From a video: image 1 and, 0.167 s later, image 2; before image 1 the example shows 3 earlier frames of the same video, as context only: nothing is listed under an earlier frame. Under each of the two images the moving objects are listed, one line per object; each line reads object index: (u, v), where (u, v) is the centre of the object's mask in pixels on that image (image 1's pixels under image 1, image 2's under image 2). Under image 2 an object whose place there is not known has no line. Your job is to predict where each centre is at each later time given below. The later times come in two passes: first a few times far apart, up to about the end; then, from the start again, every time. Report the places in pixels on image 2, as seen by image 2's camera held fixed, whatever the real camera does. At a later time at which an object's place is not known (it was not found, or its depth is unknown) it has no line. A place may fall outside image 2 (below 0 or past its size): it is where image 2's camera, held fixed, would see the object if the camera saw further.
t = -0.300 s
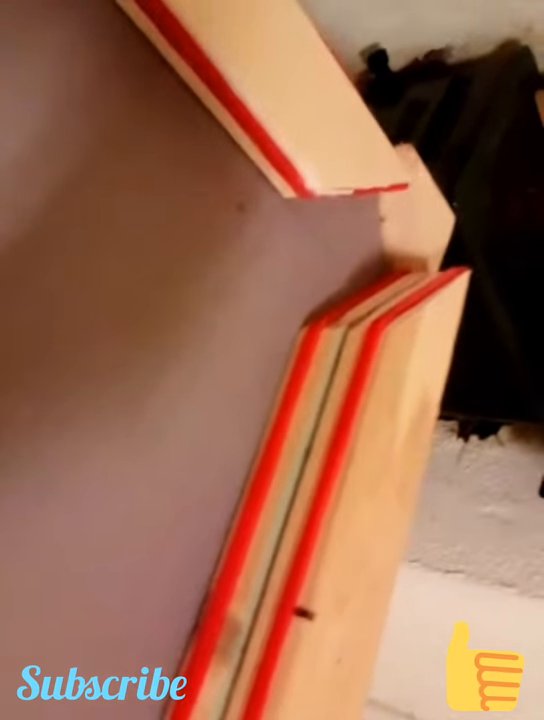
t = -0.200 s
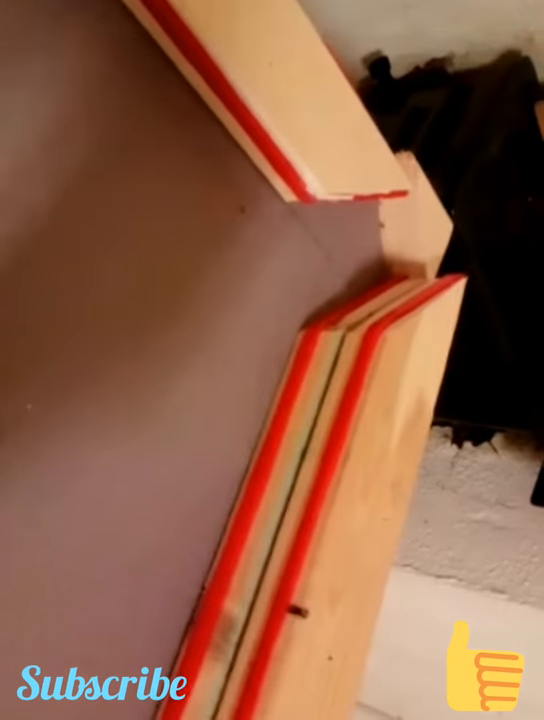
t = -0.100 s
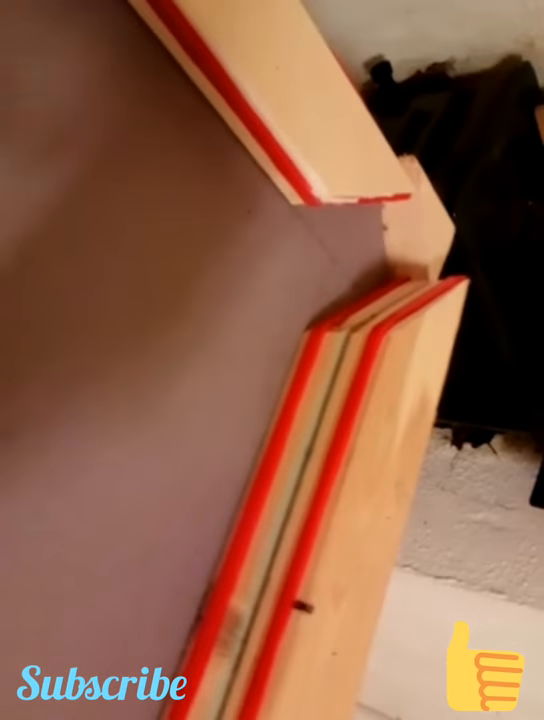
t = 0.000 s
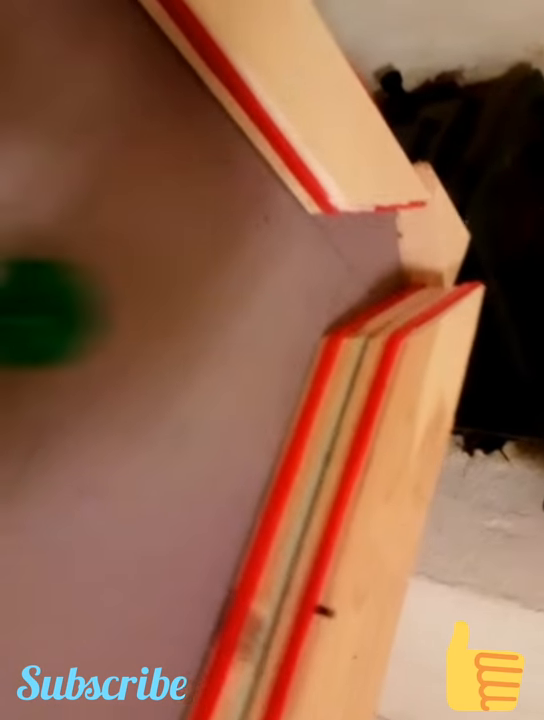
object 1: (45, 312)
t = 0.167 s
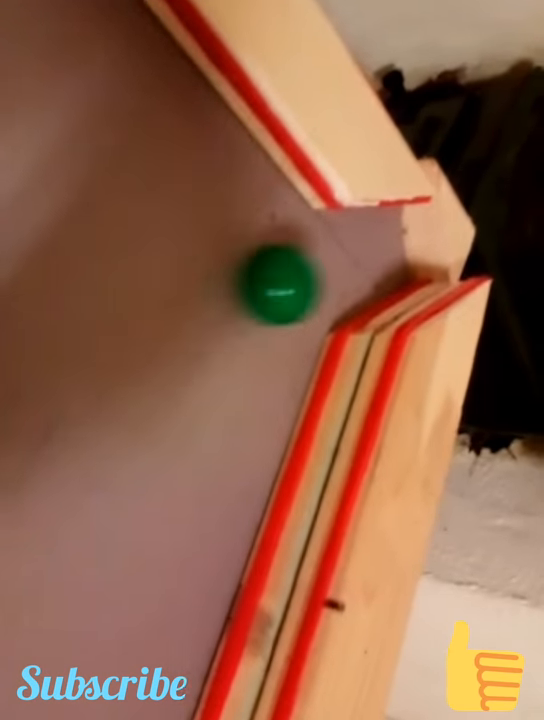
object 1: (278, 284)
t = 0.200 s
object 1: (311, 281)
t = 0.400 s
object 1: (404, 244)
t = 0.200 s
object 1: (311, 281)
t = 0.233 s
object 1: (341, 279)
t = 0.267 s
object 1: (368, 277)
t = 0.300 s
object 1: (388, 269)
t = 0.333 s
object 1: (401, 256)
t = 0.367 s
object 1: (412, 242)
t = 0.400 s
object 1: (404, 244)
